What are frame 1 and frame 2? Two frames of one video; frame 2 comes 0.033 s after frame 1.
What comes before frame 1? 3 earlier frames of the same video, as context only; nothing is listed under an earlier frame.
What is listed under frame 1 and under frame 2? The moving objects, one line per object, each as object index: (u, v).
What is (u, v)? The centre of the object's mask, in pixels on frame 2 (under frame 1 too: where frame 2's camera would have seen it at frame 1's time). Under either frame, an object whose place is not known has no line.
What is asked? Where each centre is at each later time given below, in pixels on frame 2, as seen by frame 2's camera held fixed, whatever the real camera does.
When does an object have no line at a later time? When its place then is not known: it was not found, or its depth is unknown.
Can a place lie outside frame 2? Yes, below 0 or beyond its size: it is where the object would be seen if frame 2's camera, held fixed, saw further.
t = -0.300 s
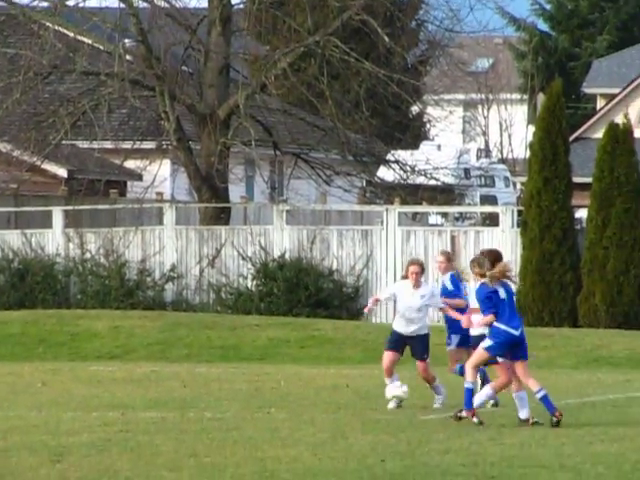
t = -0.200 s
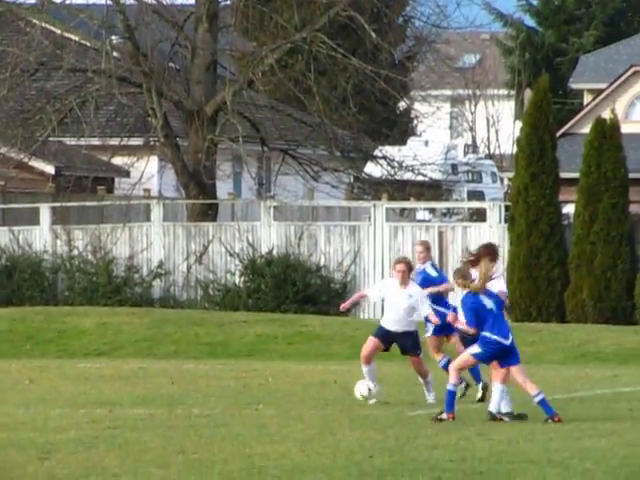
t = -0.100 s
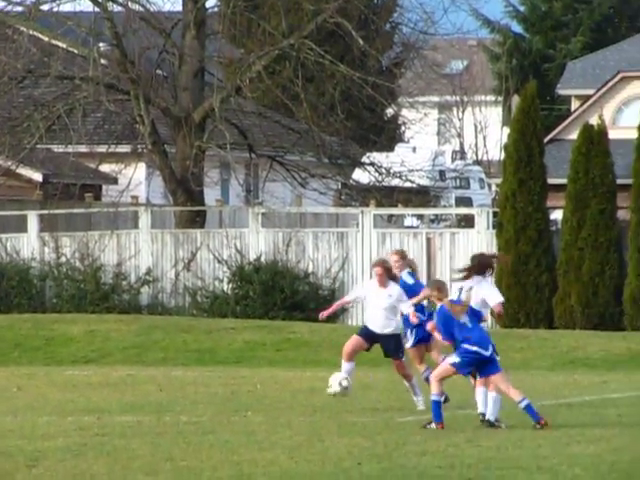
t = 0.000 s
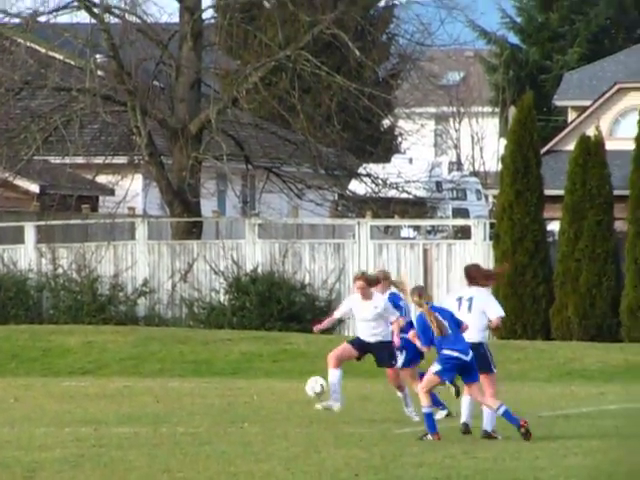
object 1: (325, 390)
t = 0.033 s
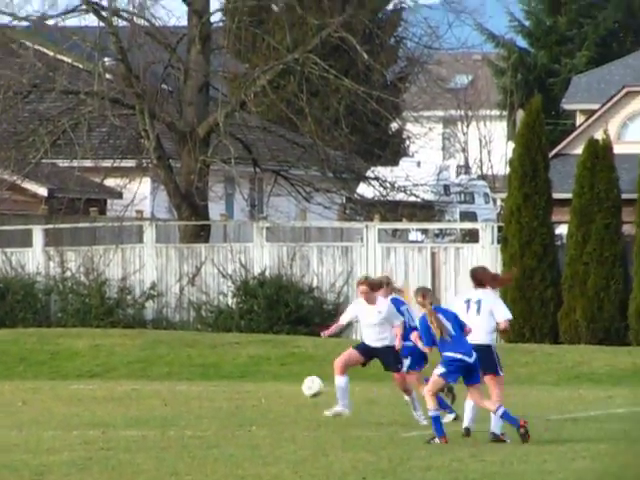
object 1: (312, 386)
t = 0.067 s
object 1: (298, 383)
